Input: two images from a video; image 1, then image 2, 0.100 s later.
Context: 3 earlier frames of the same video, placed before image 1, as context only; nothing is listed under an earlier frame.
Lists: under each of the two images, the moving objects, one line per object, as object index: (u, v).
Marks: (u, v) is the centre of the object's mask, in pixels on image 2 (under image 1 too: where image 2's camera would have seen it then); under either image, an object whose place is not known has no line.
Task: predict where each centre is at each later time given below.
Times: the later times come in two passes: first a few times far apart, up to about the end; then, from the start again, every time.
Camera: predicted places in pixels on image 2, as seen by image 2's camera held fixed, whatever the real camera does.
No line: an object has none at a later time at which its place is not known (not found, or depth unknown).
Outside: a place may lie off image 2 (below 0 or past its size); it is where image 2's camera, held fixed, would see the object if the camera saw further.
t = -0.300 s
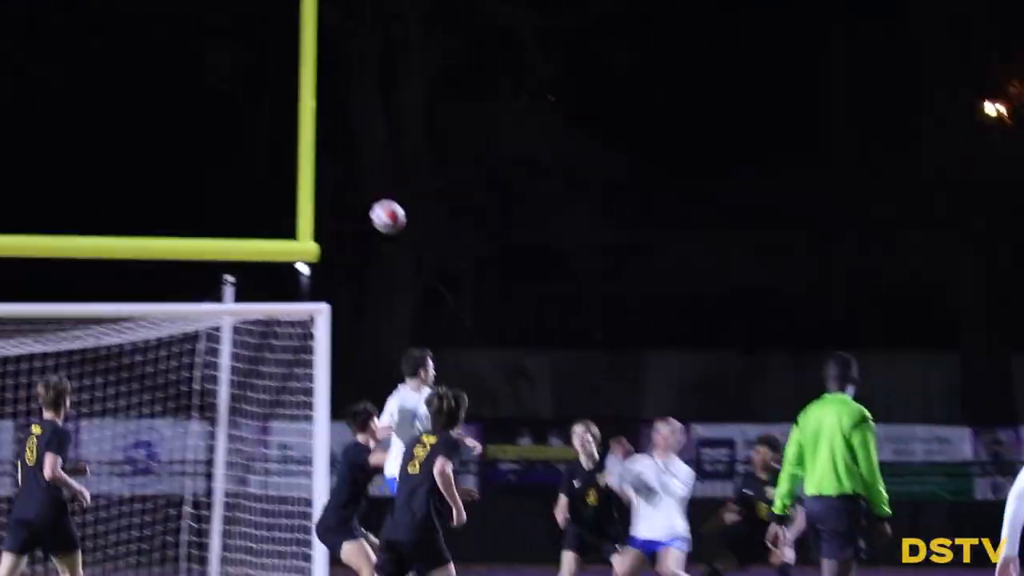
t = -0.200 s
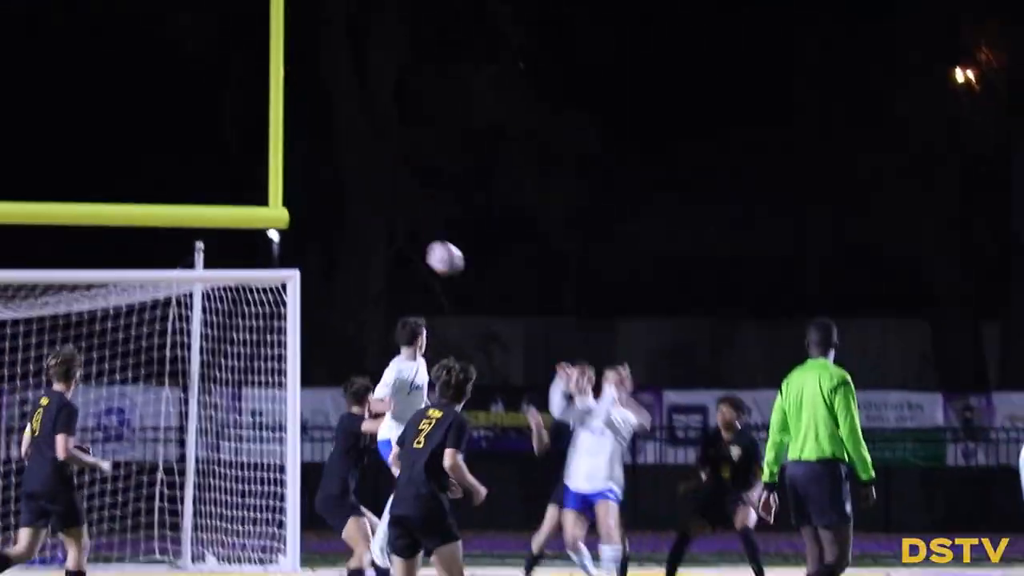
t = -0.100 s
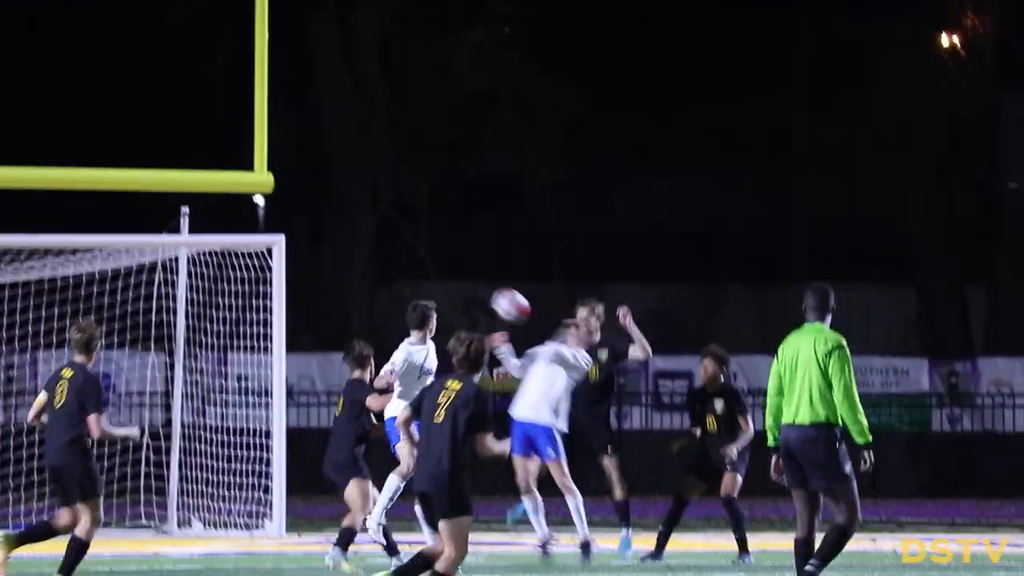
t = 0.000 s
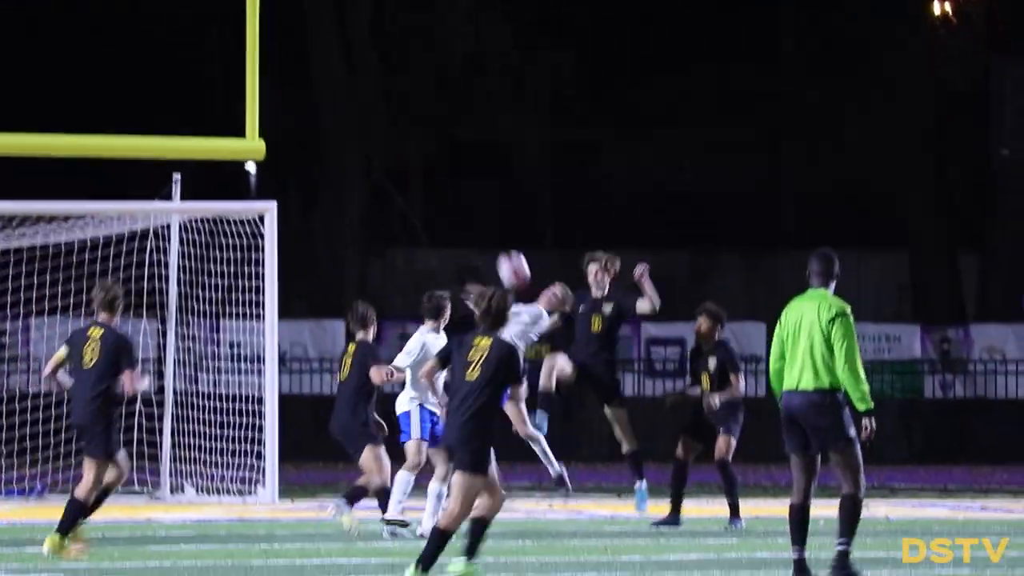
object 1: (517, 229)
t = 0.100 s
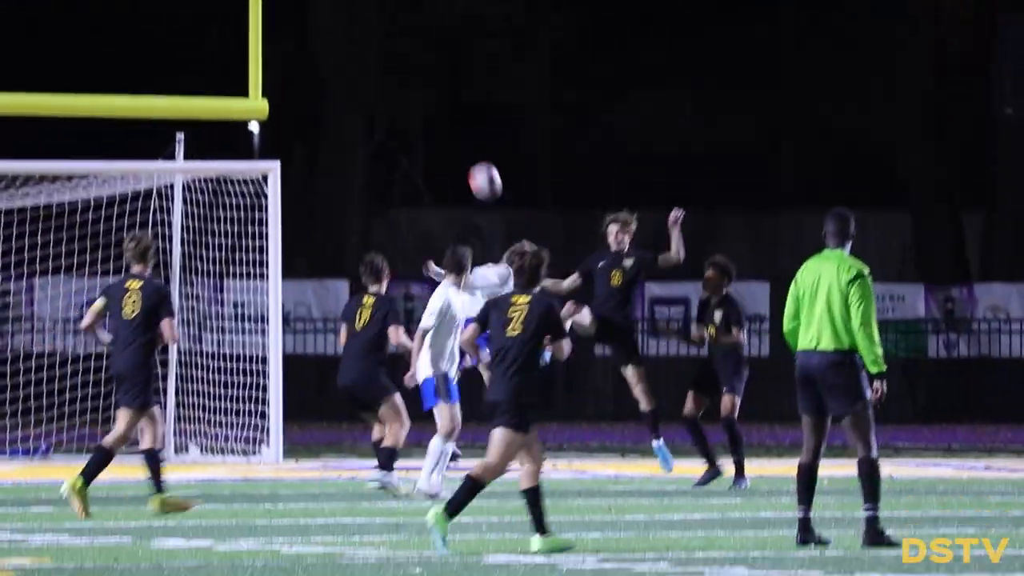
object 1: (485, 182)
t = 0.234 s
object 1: (441, 139)
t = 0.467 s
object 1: (373, 123)
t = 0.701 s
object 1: (305, 180)
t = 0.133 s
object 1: (474, 168)
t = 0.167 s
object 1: (463, 157)
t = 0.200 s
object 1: (452, 148)
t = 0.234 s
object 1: (441, 139)
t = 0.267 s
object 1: (431, 132)
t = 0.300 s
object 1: (421, 126)
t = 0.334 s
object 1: (412, 123)
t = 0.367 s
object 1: (402, 121)
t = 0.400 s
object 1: (392, 120)
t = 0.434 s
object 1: (382, 121)
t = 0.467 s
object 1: (373, 123)
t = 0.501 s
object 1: (364, 126)
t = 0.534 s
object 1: (354, 131)
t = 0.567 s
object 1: (344, 138)
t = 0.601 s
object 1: (334, 146)
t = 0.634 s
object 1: (325, 155)
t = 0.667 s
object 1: (315, 167)
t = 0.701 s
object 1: (305, 180)
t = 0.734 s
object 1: (296, 194)
